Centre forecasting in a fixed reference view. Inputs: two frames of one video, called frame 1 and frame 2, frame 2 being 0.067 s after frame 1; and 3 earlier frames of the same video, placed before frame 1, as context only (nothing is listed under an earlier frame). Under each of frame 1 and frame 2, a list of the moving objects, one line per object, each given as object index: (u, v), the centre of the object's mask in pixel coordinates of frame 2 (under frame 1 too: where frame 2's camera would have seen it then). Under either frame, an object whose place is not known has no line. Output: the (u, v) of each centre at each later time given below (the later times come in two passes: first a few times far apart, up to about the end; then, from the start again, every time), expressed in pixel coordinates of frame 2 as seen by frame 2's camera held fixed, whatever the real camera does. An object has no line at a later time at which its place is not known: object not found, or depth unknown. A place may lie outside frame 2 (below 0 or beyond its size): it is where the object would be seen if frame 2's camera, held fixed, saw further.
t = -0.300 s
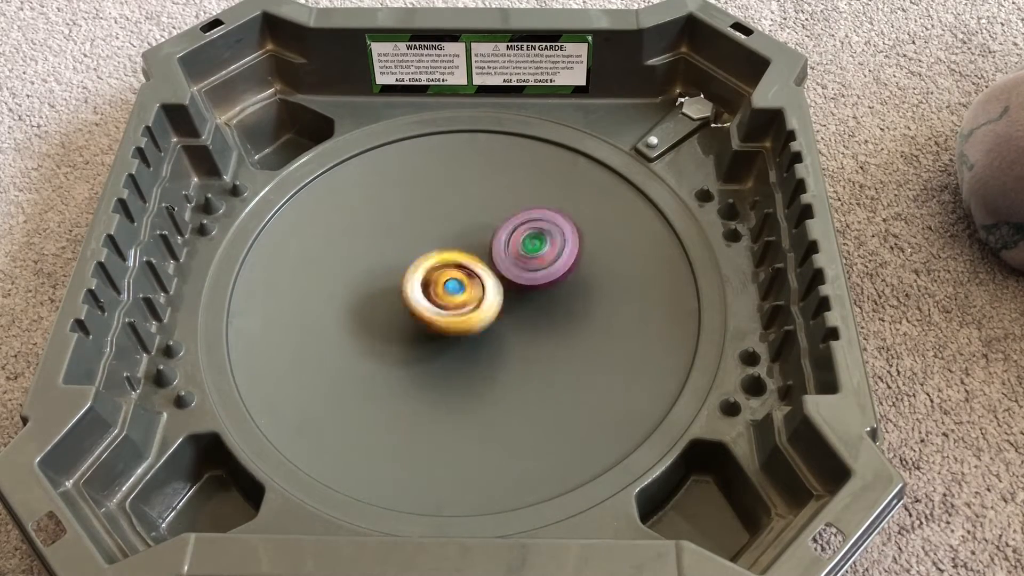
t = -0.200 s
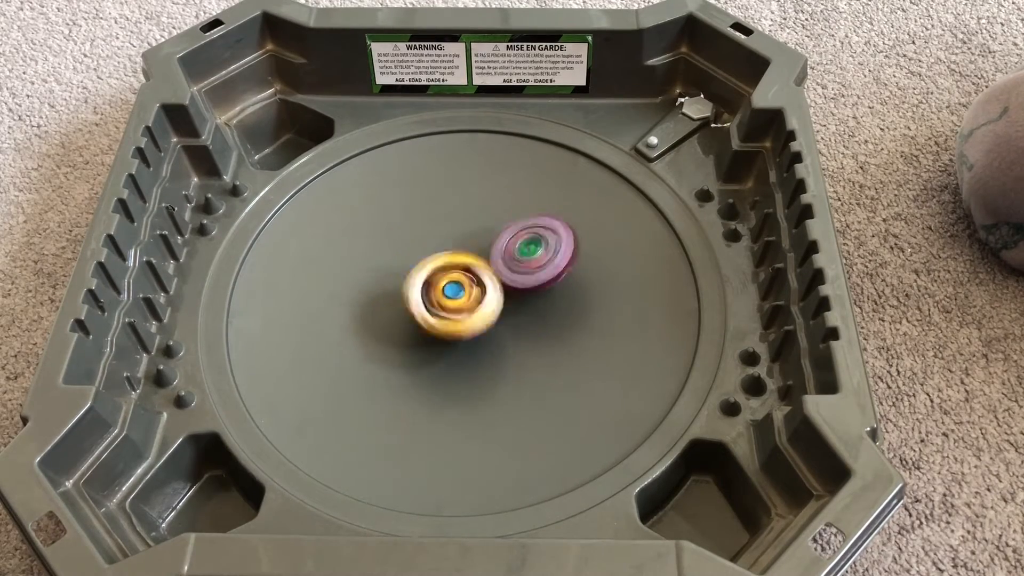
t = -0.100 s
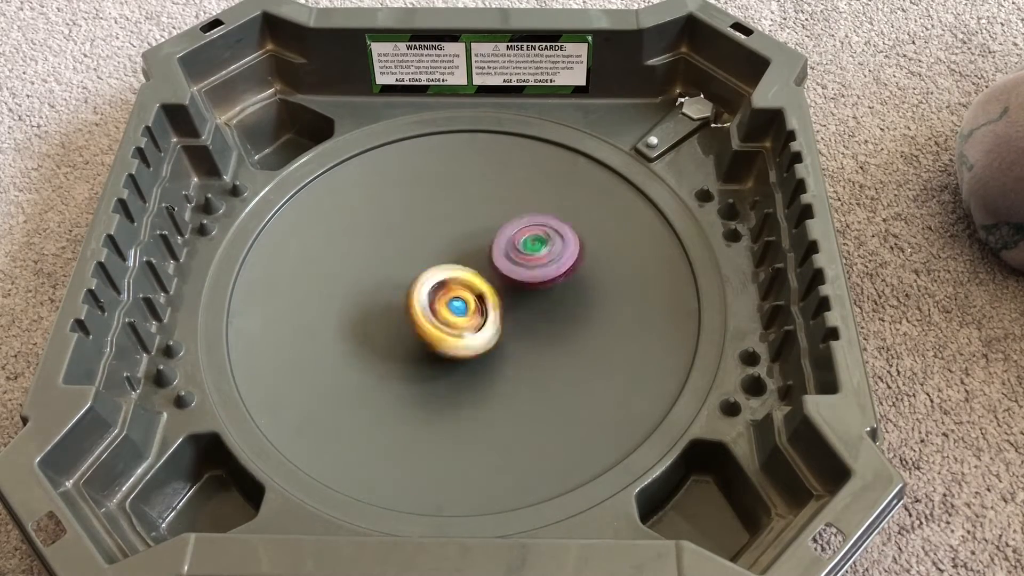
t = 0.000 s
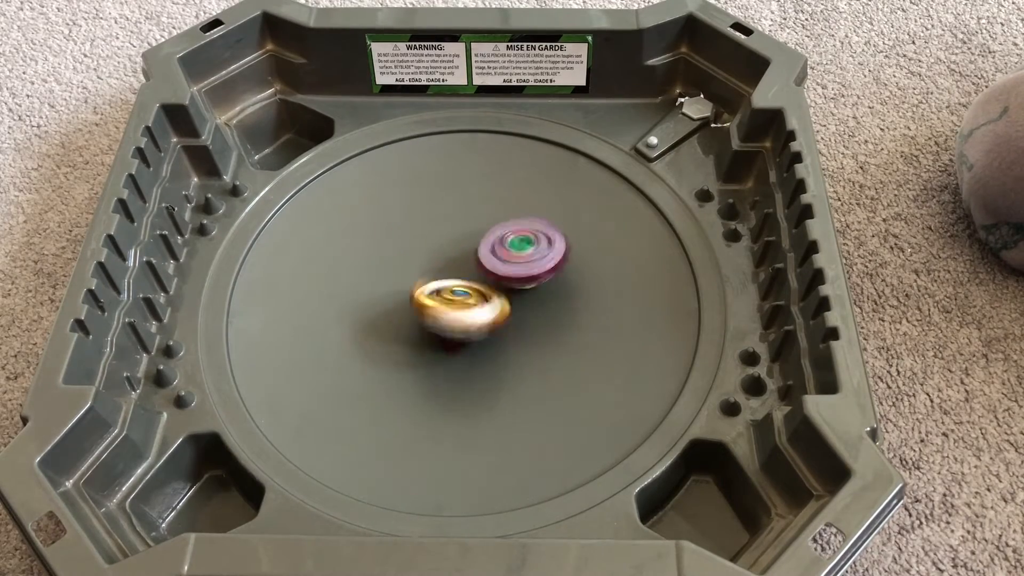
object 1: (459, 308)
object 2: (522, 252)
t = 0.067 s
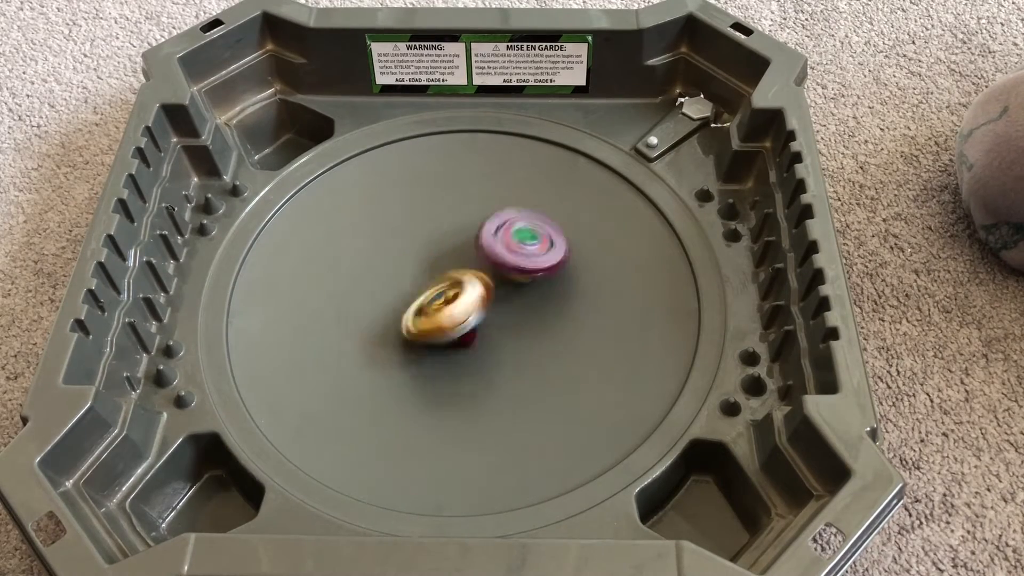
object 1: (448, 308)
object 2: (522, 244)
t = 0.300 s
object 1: (432, 317)
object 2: (518, 227)
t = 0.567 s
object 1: (447, 301)
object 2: (506, 223)
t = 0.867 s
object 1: (460, 303)
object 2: (488, 224)
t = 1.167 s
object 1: (461, 310)
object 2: (467, 232)
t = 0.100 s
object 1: (434, 312)
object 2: (527, 238)
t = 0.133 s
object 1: (428, 315)
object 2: (526, 235)
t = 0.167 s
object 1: (424, 320)
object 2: (523, 232)
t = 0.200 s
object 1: (424, 319)
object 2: (521, 230)
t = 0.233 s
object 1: (424, 322)
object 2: (519, 228)
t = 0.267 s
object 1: (428, 318)
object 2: (519, 227)
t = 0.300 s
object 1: (432, 317)
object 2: (518, 227)
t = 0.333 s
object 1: (439, 315)
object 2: (515, 228)
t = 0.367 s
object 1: (441, 310)
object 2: (515, 228)
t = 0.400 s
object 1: (444, 308)
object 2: (512, 229)
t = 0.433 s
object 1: (447, 304)
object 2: (509, 231)
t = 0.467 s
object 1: (450, 301)
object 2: (505, 232)
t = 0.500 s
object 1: (452, 298)
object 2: (502, 234)
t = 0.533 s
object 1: (451, 299)
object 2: (504, 229)
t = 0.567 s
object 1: (447, 301)
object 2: (506, 223)
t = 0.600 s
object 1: (444, 305)
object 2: (507, 222)
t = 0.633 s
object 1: (444, 308)
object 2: (505, 223)
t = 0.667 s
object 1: (445, 308)
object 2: (500, 223)
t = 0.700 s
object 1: (447, 309)
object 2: (495, 223)
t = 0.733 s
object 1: (451, 308)
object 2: (492, 224)
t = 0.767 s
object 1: (454, 307)
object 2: (489, 224)
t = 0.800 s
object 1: (457, 304)
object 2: (488, 224)
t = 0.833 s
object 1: (459, 302)
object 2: (487, 225)
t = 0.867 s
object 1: (460, 303)
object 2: (488, 224)
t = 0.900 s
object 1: (461, 305)
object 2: (490, 225)
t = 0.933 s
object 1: (462, 307)
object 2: (489, 227)
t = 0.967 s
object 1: (463, 308)
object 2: (484, 230)
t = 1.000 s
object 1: (462, 310)
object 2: (478, 231)
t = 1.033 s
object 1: (461, 310)
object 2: (474, 232)
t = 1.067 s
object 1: (461, 310)
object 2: (471, 231)
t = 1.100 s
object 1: (461, 310)
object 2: (470, 232)
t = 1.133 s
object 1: (461, 310)
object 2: (468, 232)
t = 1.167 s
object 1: (461, 310)
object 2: (467, 232)
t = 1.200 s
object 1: (461, 310)
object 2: (466, 232)
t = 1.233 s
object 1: (462, 310)
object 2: (463, 234)
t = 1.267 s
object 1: (462, 310)
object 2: (460, 234)
